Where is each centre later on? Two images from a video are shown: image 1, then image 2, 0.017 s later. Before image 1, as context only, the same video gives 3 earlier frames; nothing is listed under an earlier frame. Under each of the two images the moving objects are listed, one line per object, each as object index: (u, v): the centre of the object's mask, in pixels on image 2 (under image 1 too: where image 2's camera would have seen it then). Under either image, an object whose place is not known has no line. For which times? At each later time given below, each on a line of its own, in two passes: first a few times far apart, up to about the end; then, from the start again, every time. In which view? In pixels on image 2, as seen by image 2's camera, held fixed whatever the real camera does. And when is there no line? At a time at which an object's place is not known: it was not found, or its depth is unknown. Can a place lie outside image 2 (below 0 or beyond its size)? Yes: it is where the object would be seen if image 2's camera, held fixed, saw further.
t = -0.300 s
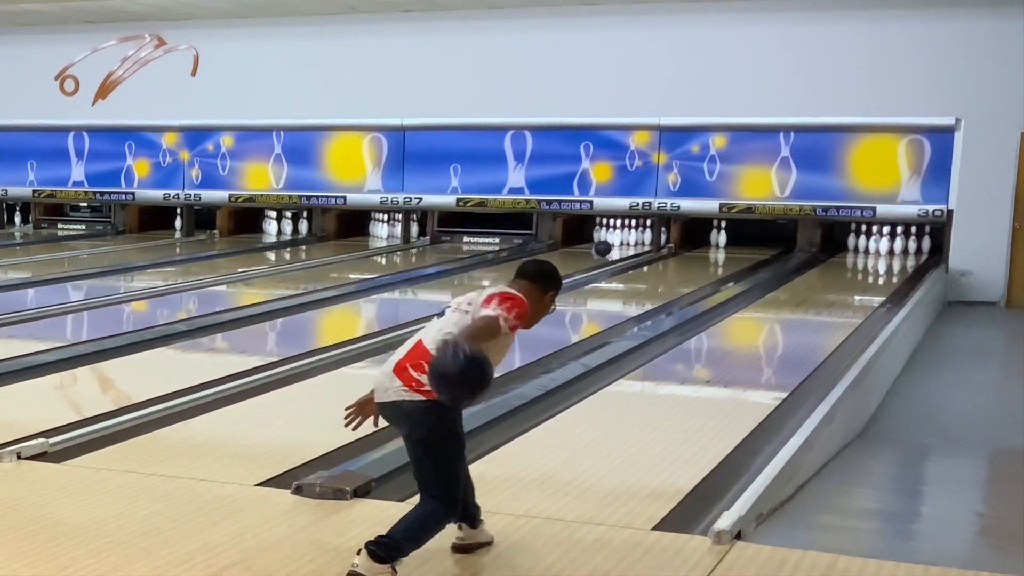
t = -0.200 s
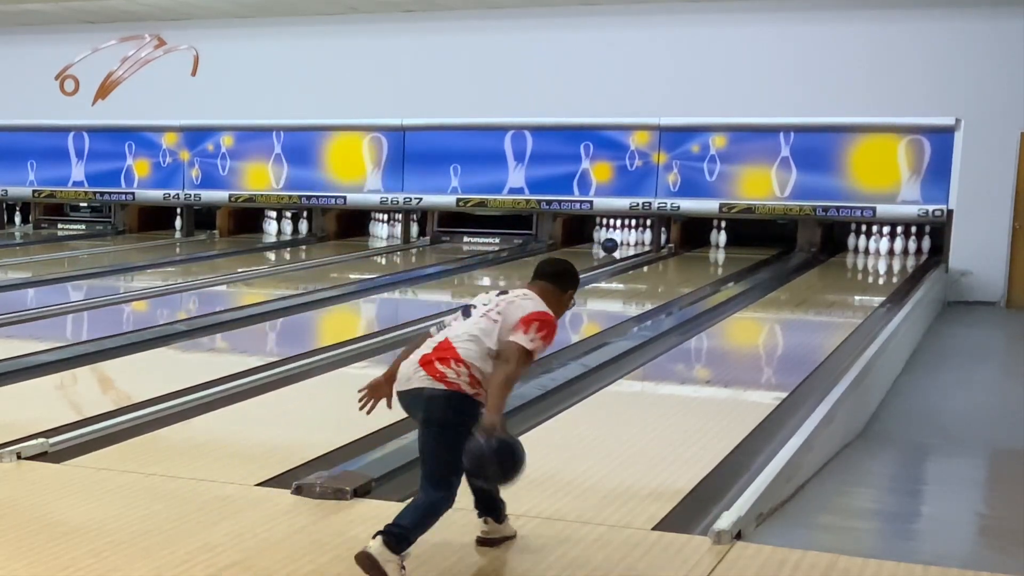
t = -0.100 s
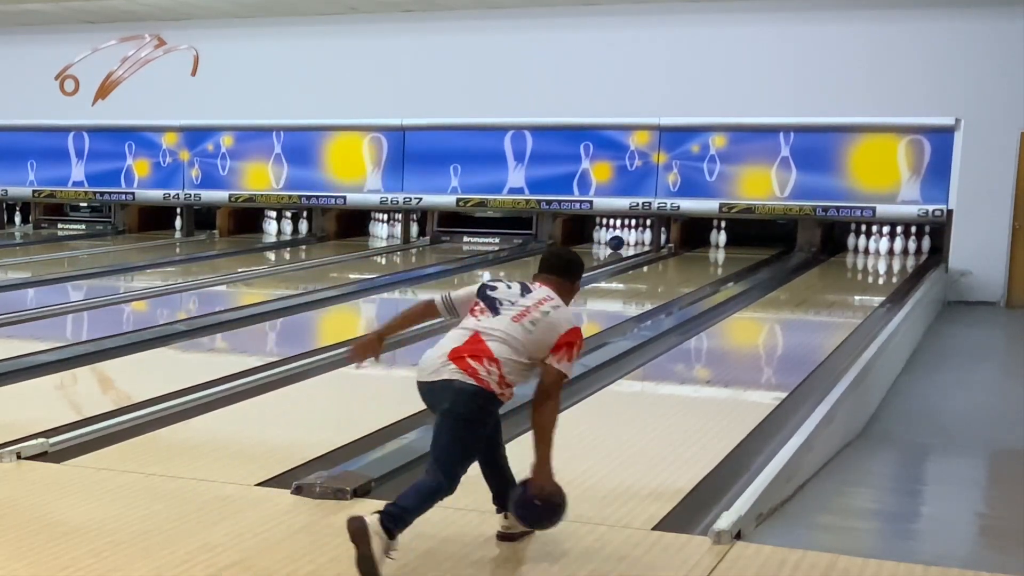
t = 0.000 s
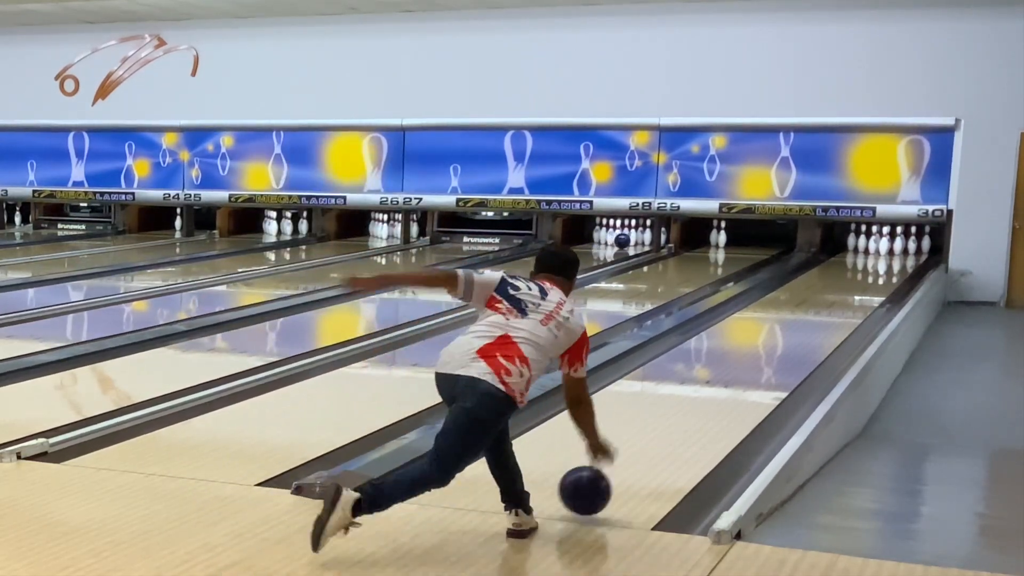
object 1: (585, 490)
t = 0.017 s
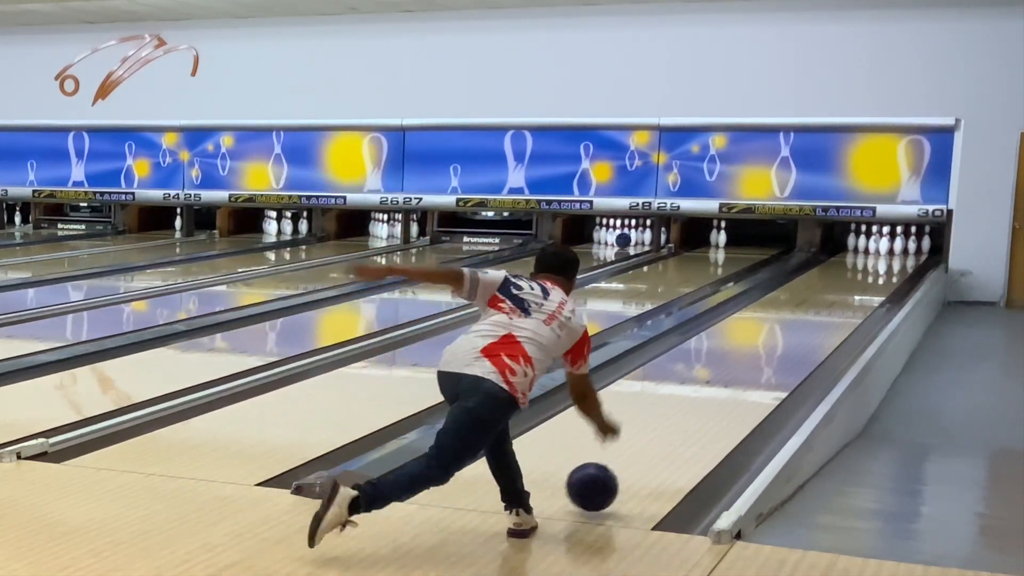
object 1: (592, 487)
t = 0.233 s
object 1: (668, 433)
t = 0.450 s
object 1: (723, 391)
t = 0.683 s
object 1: (766, 357)
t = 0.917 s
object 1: (798, 331)
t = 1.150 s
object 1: (824, 310)
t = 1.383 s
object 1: (844, 294)
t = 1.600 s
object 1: (859, 281)
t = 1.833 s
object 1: (871, 269)
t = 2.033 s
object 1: (879, 261)
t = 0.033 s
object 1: (599, 484)
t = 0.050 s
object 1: (606, 480)
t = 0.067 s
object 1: (612, 475)
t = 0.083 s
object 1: (618, 470)
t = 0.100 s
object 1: (625, 466)
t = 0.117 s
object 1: (631, 462)
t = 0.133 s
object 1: (636, 457)
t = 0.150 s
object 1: (642, 453)
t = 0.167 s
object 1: (648, 449)
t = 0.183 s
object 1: (653, 445)
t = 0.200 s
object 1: (658, 441)
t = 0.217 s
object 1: (663, 437)
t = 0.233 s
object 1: (668, 433)
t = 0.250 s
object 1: (673, 429)
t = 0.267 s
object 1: (678, 425)
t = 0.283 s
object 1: (682, 422)
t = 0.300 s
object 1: (687, 418)
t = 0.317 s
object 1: (691, 415)
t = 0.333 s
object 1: (696, 412)
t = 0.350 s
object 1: (700, 408)
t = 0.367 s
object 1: (704, 405)
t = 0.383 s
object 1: (708, 402)
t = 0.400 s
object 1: (712, 399)
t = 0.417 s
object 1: (715, 396)
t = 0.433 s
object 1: (719, 394)
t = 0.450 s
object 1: (723, 391)
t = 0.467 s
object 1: (726, 388)
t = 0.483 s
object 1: (730, 385)
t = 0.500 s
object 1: (733, 383)
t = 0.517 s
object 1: (736, 380)
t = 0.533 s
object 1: (739, 377)
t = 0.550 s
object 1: (743, 375)
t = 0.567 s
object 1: (746, 373)
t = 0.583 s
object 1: (749, 370)
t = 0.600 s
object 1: (752, 368)
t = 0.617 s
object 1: (755, 365)
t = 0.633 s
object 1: (757, 363)
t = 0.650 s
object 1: (760, 361)
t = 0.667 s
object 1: (763, 359)
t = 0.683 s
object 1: (766, 357)
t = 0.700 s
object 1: (768, 355)
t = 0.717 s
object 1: (771, 353)
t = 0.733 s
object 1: (773, 351)
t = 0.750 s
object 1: (776, 349)
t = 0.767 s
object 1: (778, 347)
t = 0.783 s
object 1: (781, 345)
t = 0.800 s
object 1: (783, 343)
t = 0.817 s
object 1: (786, 341)
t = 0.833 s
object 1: (788, 339)
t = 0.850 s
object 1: (790, 338)
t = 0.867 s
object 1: (792, 336)
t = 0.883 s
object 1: (794, 334)
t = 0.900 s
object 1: (796, 333)
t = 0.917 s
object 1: (798, 331)
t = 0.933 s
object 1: (800, 329)
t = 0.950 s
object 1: (803, 327)
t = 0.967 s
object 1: (804, 326)
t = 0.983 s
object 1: (806, 324)
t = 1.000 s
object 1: (808, 323)
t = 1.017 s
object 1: (810, 321)
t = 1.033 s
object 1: (812, 320)
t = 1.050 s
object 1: (814, 318)
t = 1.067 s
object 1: (816, 317)
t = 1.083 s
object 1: (817, 315)
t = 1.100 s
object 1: (819, 314)
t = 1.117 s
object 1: (820, 313)
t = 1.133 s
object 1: (822, 311)
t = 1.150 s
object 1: (824, 310)
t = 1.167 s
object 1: (826, 309)
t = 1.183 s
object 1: (827, 308)
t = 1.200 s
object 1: (828, 306)
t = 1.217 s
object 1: (830, 305)
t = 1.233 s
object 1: (832, 304)
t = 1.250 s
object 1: (833, 303)
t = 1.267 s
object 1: (835, 302)
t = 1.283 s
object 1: (836, 300)
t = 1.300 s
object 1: (837, 299)
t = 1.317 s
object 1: (839, 298)
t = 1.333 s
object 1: (840, 297)
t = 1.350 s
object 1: (841, 296)
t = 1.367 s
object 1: (843, 295)
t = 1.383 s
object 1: (844, 294)
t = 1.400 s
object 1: (845, 293)
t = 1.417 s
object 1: (846, 292)
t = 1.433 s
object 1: (847, 291)
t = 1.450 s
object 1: (849, 290)
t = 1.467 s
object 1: (850, 289)
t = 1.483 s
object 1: (851, 288)
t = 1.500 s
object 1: (852, 287)
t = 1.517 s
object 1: (854, 286)
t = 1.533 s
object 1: (855, 285)
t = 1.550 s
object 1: (856, 284)
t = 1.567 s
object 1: (857, 283)
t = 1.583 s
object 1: (858, 282)
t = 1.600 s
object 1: (859, 281)
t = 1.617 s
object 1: (860, 280)
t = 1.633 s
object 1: (861, 279)
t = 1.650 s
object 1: (862, 278)
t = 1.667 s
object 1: (863, 277)
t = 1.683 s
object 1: (864, 276)
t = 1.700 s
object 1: (865, 276)
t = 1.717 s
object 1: (866, 274)
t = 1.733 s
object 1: (866, 274)
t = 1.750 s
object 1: (867, 273)
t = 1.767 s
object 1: (868, 272)
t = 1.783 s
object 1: (869, 271)
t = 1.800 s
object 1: (870, 271)
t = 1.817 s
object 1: (871, 270)
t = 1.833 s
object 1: (871, 269)
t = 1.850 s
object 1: (872, 268)
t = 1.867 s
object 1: (873, 268)
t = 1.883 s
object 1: (873, 267)
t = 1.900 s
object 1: (874, 266)
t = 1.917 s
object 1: (875, 265)
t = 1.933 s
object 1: (875, 265)
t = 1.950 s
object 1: (876, 264)
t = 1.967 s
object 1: (877, 263)
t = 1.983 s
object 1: (878, 262)
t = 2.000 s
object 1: (878, 262)
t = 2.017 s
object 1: (878, 262)
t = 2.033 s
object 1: (879, 261)
